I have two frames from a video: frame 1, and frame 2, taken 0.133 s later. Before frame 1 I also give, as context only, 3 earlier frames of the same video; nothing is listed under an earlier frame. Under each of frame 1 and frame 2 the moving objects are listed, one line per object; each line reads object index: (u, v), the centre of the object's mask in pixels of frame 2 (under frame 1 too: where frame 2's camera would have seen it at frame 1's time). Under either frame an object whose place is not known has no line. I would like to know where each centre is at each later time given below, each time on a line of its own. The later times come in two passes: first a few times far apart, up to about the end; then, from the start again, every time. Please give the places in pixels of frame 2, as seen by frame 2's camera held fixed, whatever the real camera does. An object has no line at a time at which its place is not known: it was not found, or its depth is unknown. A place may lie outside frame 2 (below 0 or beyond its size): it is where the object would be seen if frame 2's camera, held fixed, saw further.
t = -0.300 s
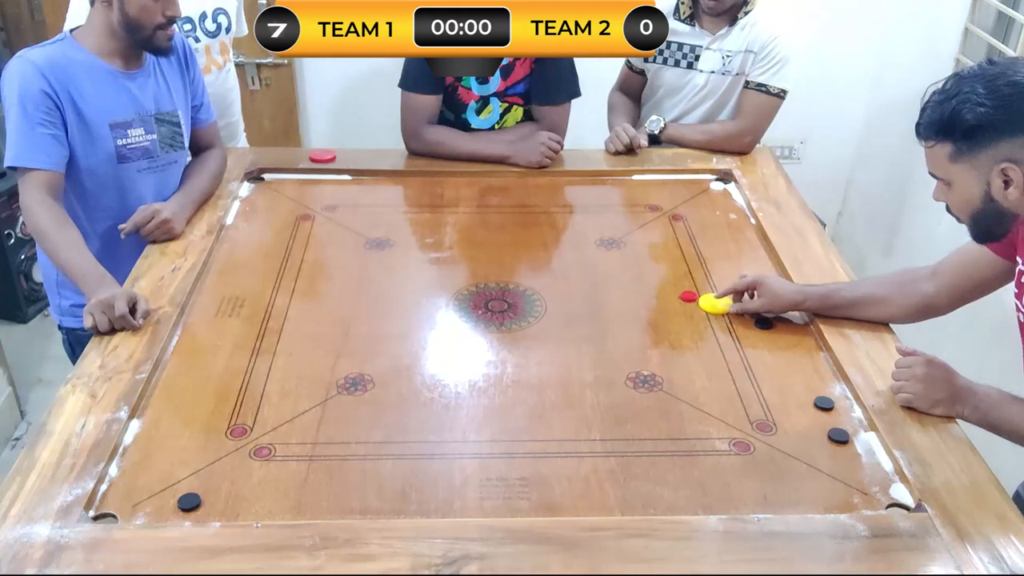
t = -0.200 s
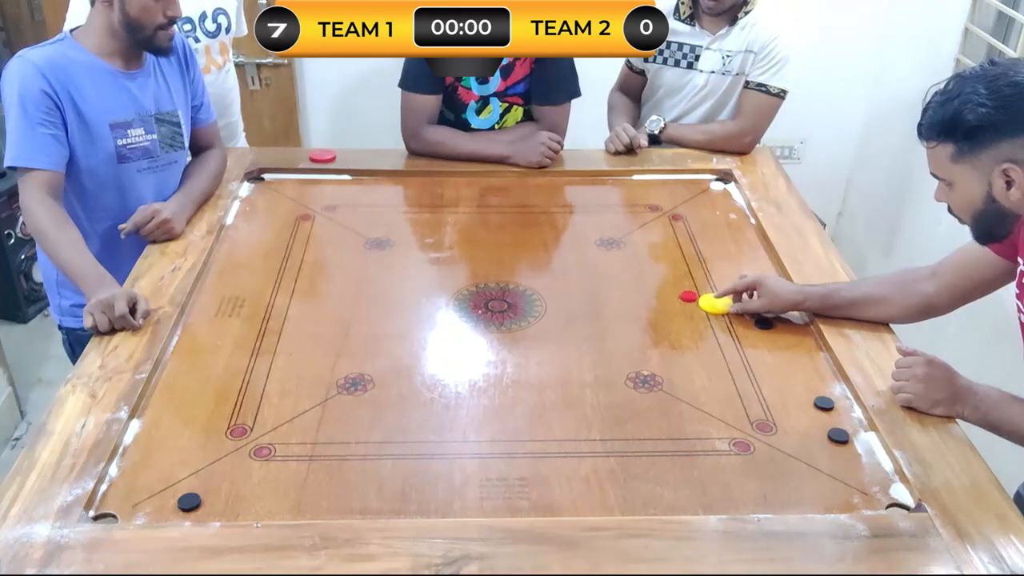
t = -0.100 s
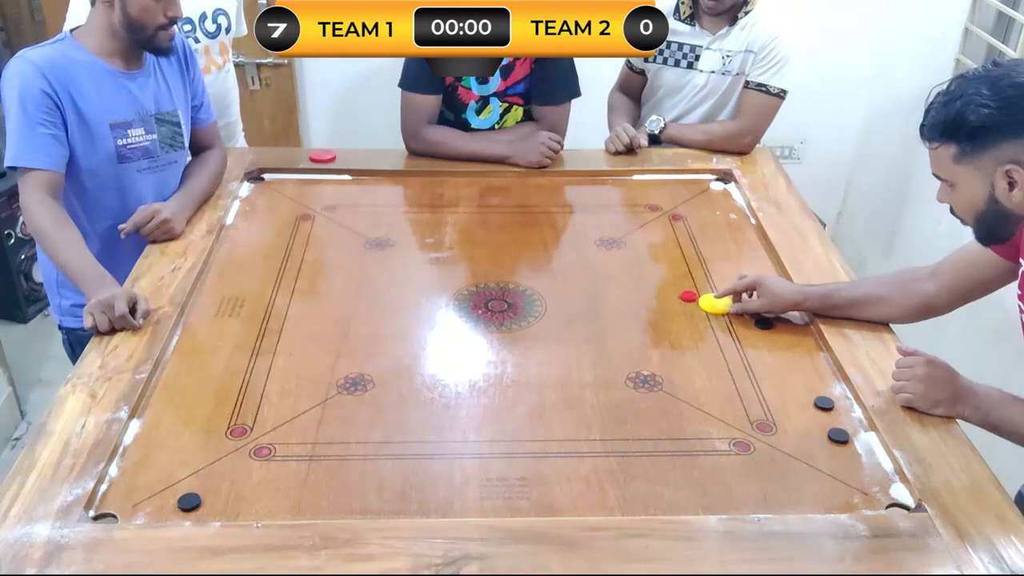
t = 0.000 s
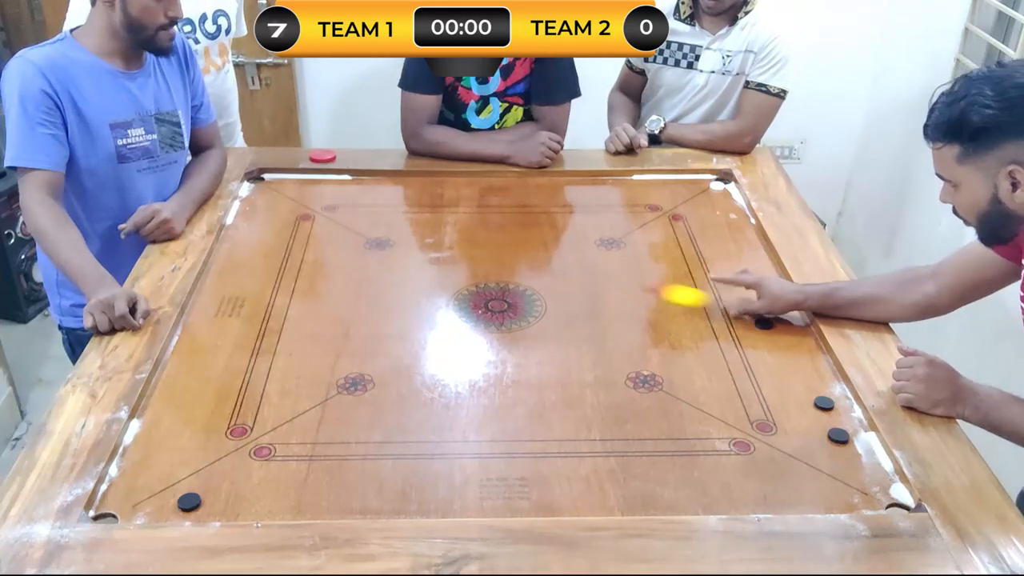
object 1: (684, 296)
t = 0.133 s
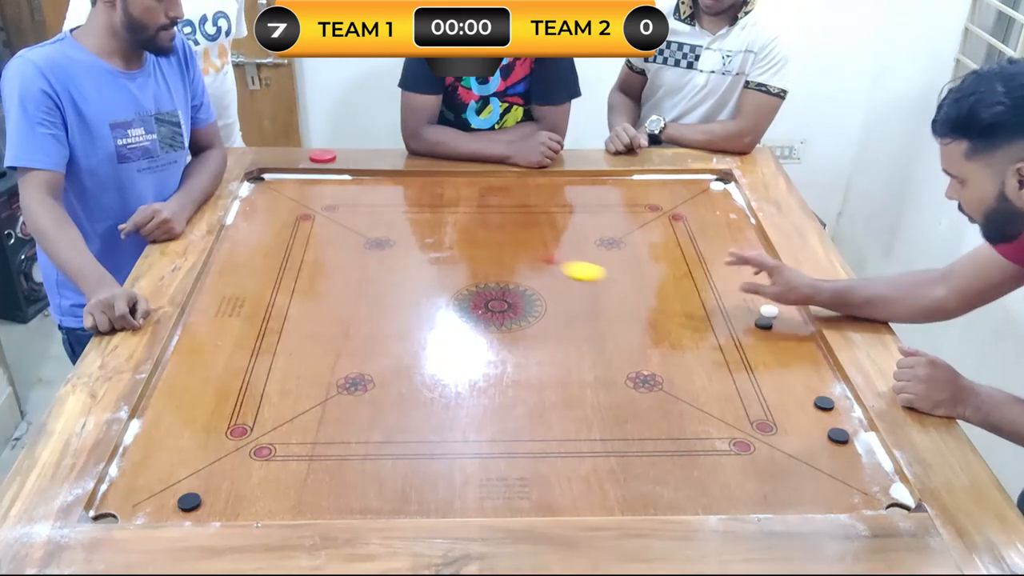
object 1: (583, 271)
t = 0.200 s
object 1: (539, 260)
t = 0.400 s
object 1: (432, 233)
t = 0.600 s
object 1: (351, 214)
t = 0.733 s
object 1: (308, 204)
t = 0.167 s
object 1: (560, 265)
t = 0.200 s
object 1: (539, 260)
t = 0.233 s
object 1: (519, 255)
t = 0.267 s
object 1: (500, 250)
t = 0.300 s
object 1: (482, 246)
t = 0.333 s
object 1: (464, 241)
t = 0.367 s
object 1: (447, 237)
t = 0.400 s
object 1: (432, 233)
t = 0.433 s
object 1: (416, 229)
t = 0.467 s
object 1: (403, 226)
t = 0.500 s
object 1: (389, 223)
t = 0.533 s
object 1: (376, 220)
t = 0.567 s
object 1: (364, 217)
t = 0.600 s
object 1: (351, 214)
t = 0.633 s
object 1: (339, 211)
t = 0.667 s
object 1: (328, 209)
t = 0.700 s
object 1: (318, 206)
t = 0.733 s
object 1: (308, 204)
